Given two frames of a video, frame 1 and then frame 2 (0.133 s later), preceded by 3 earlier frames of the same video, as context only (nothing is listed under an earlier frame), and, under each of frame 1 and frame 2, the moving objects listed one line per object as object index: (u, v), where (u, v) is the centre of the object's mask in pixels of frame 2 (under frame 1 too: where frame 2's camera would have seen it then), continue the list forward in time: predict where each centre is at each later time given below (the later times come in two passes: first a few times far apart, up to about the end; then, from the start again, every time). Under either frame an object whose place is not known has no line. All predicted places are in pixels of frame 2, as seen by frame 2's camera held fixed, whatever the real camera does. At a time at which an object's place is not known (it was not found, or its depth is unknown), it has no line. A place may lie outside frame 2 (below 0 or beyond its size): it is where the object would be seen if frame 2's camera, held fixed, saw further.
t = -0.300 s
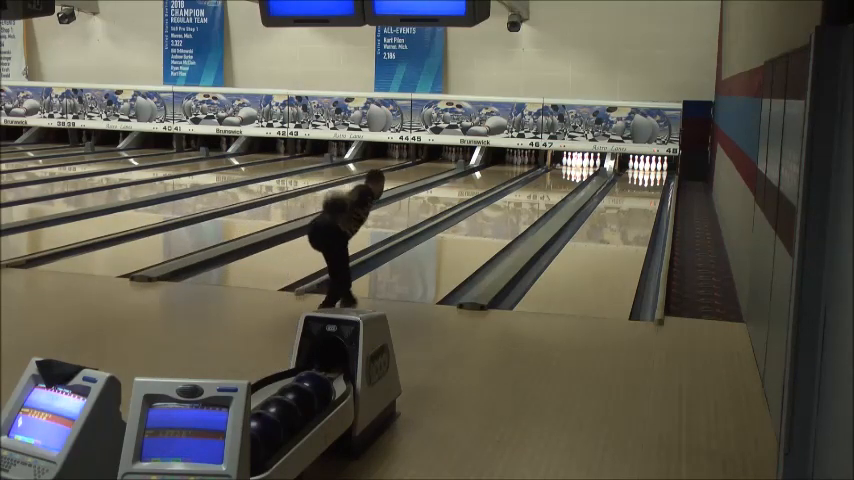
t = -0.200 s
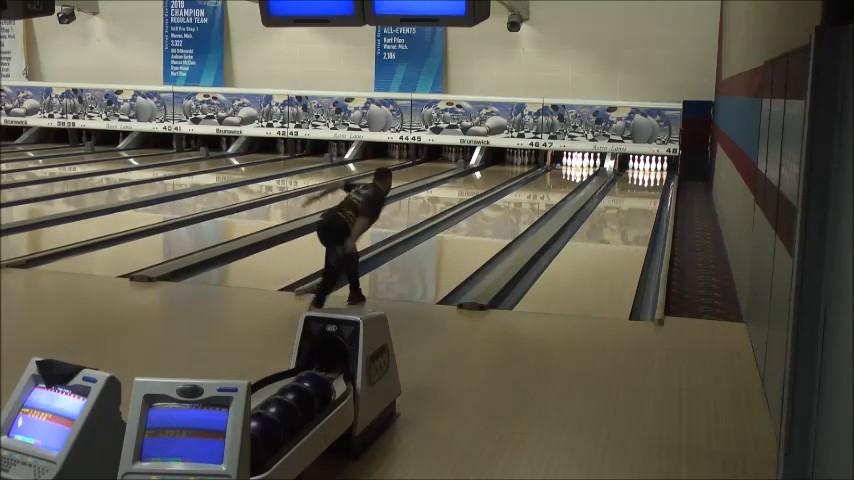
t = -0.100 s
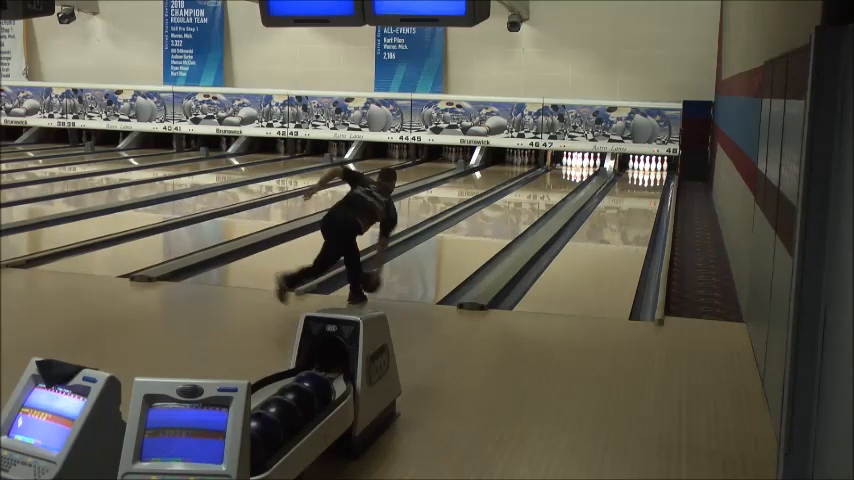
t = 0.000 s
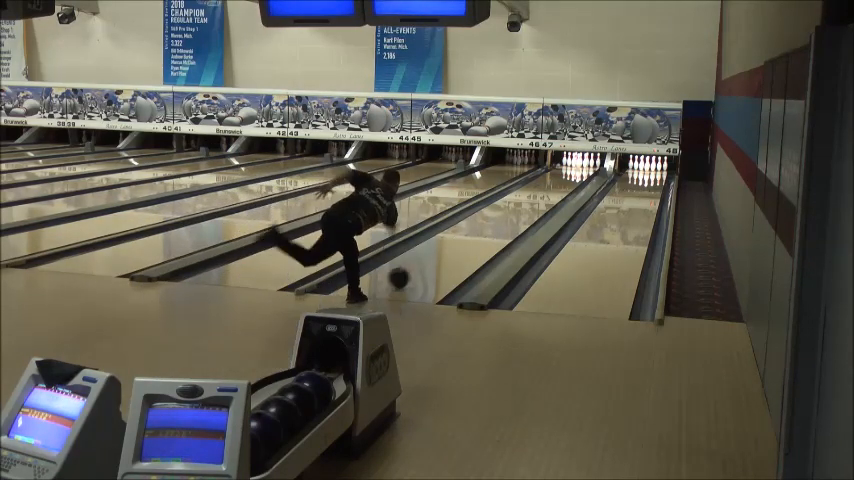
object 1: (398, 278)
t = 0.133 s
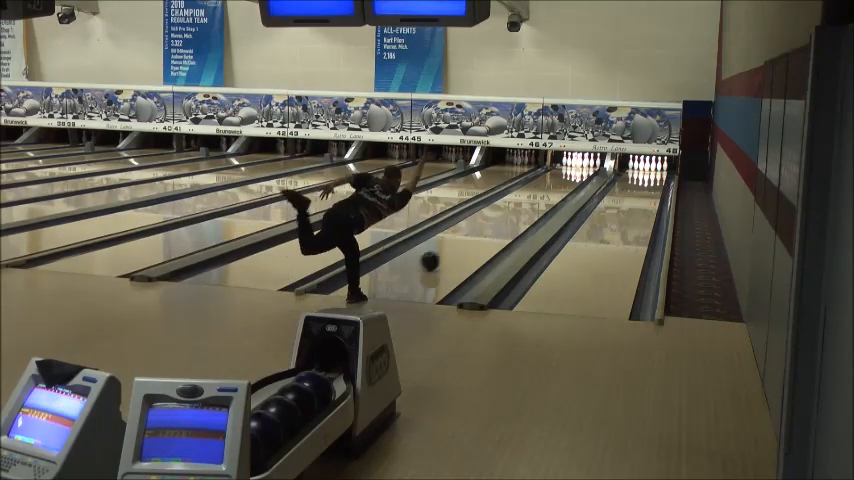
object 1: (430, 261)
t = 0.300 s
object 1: (461, 244)
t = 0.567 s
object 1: (499, 223)
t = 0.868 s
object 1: (529, 205)
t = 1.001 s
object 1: (540, 199)
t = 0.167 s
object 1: (436, 257)
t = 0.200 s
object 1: (443, 254)
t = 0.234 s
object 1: (449, 250)
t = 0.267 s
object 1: (455, 247)
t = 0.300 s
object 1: (461, 244)
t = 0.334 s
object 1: (466, 241)
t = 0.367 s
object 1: (472, 238)
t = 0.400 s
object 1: (477, 235)
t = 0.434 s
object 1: (482, 232)
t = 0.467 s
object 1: (486, 230)
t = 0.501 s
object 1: (490, 228)
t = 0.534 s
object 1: (495, 225)
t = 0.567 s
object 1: (499, 223)
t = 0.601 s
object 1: (503, 221)
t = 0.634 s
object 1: (506, 219)
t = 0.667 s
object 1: (511, 216)
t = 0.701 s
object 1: (514, 215)
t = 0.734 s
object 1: (517, 212)
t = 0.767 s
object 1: (520, 211)
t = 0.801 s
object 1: (524, 209)
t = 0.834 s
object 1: (527, 207)
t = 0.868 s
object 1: (529, 205)
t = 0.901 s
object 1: (533, 203)
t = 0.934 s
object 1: (535, 202)
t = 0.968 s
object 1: (538, 200)
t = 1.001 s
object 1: (540, 199)
